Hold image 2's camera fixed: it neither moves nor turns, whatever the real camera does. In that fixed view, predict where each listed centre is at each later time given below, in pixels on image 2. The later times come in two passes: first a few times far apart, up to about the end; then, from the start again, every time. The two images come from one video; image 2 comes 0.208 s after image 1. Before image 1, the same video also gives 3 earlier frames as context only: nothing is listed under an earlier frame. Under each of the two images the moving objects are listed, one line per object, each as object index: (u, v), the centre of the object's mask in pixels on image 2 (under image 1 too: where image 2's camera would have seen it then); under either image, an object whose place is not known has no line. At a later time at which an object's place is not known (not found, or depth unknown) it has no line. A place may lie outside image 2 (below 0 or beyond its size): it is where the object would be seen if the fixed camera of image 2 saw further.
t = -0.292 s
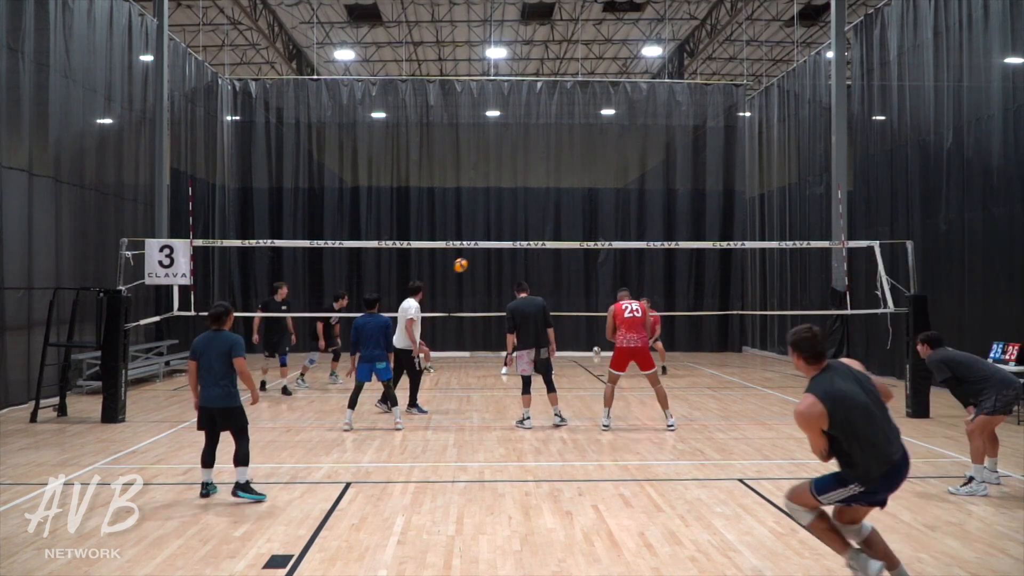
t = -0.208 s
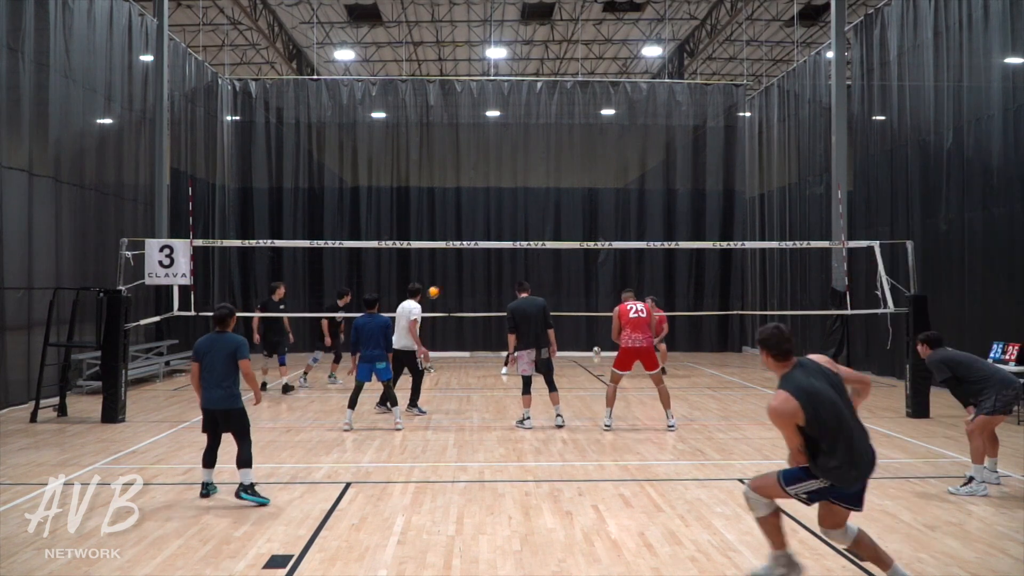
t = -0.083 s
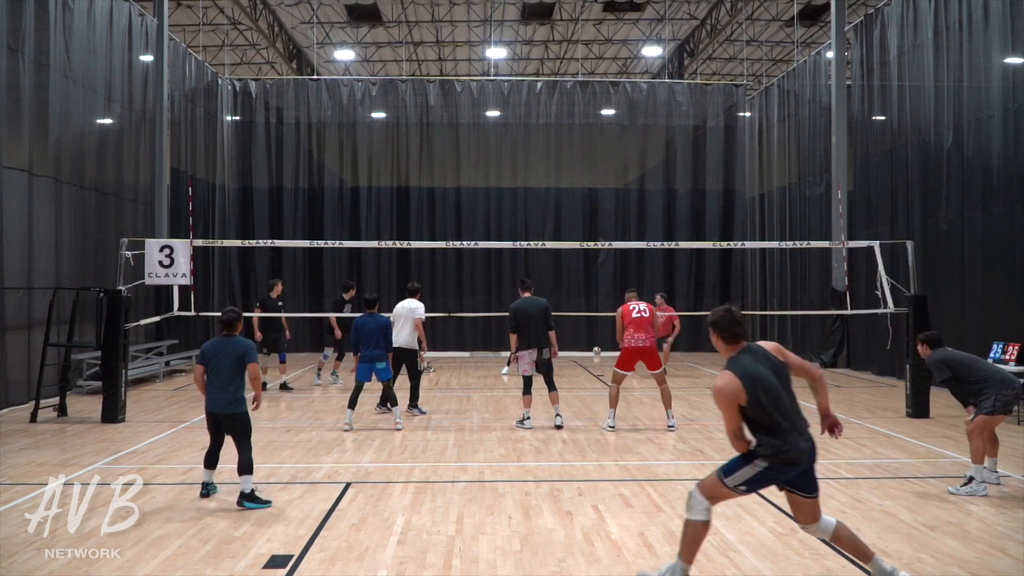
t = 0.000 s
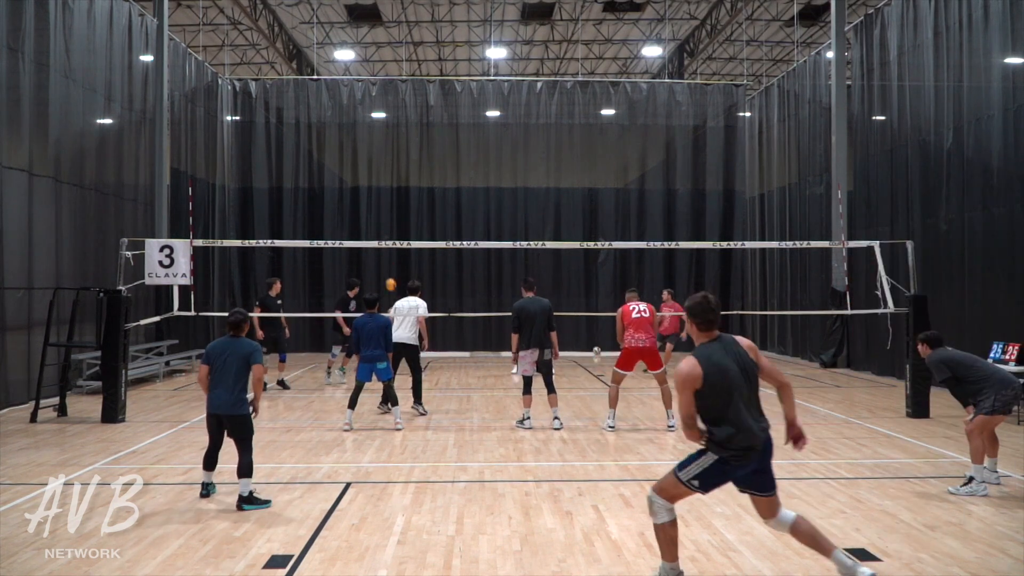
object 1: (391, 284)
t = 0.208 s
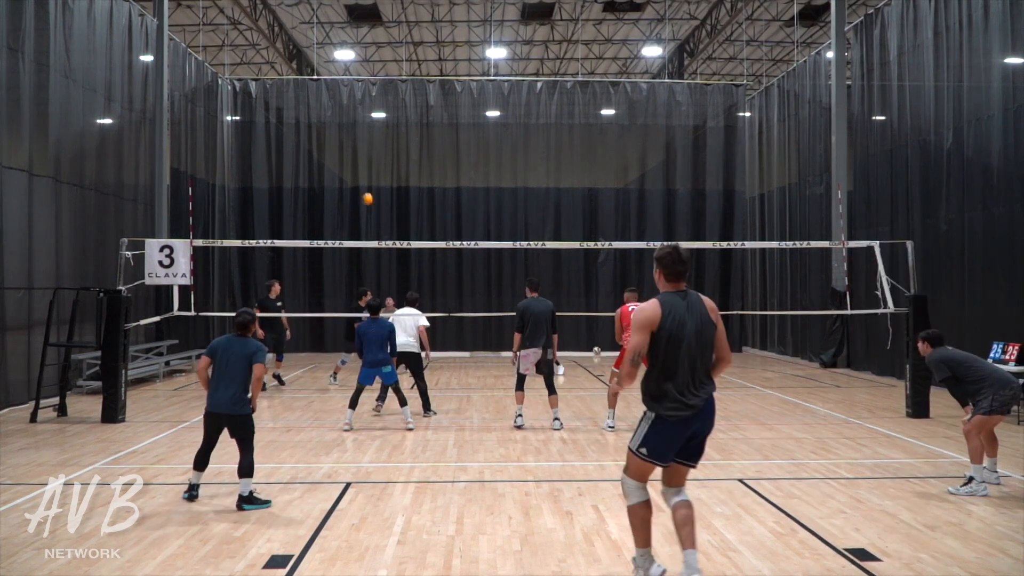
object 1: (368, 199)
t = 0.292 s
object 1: (358, 170)
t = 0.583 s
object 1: (321, 90)
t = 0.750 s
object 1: (297, 62)
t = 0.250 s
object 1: (363, 184)
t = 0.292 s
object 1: (358, 170)
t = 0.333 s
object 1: (353, 157)
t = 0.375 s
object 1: (349, 145)
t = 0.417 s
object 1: (343, 133)
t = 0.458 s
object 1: (337, 119)
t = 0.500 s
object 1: (332, 109)
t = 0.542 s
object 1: (326, 99)
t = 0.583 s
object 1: (321, 90)
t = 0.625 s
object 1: (316, 83)
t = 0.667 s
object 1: (310, 75)
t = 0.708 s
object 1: (302, 67)
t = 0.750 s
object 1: (297, 62)
